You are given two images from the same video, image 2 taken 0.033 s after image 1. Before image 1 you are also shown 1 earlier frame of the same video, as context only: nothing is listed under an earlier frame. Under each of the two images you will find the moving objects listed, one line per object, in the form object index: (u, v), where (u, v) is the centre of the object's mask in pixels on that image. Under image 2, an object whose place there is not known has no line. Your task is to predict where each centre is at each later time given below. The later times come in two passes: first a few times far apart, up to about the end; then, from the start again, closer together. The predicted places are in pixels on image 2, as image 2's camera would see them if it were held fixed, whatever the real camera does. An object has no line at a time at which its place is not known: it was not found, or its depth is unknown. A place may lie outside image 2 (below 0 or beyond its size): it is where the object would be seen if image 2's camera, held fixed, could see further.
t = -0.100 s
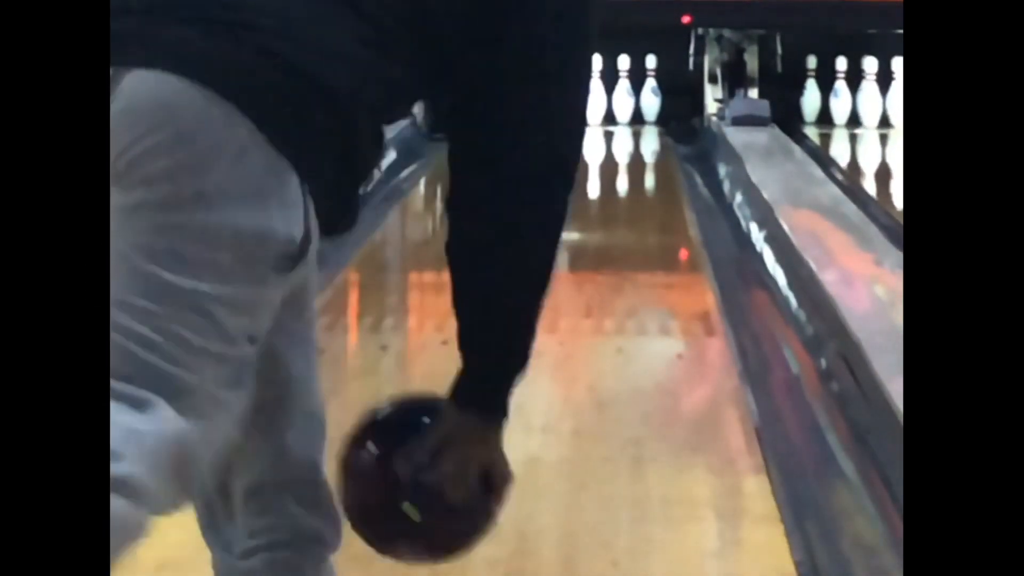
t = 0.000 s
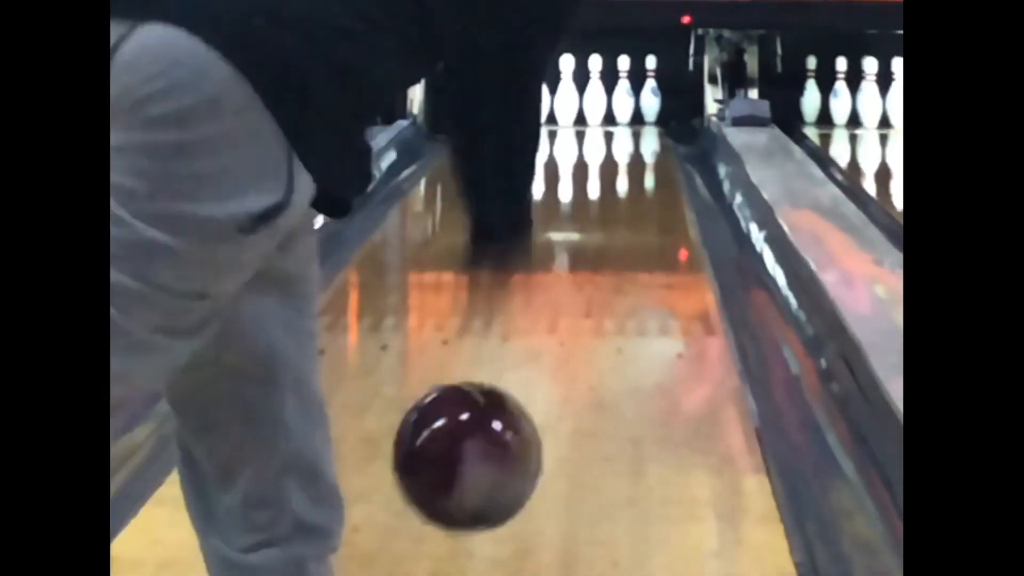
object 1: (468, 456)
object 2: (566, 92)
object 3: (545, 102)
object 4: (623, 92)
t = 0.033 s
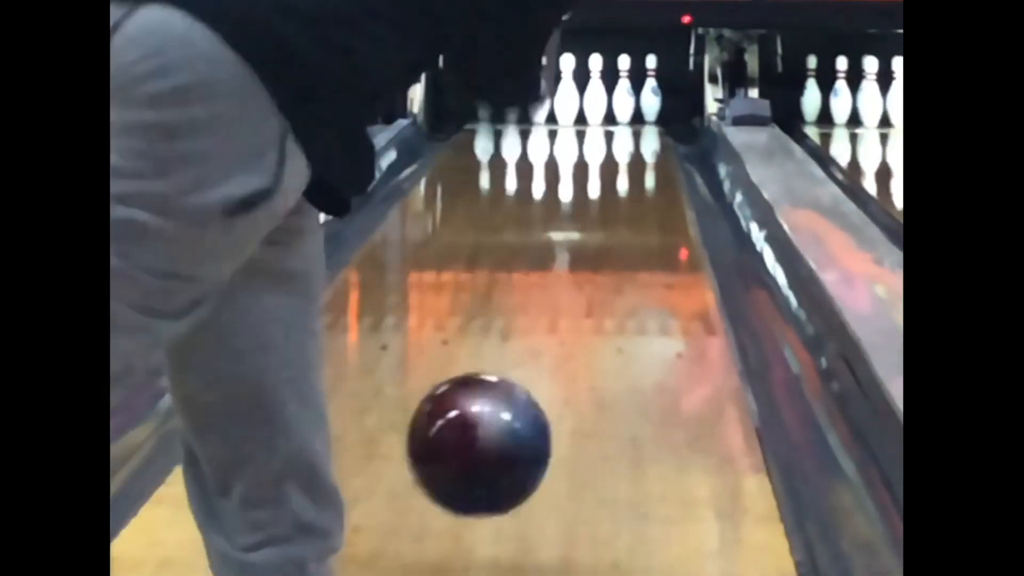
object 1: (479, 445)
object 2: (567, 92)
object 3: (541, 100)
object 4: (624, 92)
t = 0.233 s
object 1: (530, 404)
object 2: (566, 92)
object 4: (623, 92)
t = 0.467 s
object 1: (565, 323)
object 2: (567, 92)
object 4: (624, 92)
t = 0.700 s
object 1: (587, 271)
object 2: (567, 91)
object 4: (624, 92)
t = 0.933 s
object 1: (600, 231)
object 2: (567, 94)
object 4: (624, 92)
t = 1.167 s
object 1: (610, 197)
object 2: (567, 92)
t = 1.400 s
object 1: (615, 174)
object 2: (567, 92)
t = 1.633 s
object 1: (617, 154)
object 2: (567, 92)
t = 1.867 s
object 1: (616, 137)
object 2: (567, 92)
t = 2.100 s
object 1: (609, 124)
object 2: (567, 92)
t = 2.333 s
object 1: (592, 113)
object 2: (566, 91)
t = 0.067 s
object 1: (489, 441)
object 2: (567, 92)
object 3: (539, 91)
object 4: (624, 92)
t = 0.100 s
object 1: (499, 444)
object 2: (567, 92)
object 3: (539, 91)
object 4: (624, 92)
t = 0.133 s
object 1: (507, 451)
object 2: (567, 92)
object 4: (624, 92)
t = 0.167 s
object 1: (515, 432)
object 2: (566, 91)
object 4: (623, 92)
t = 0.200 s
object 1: (522, 418)
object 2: (567, 90)
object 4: (623, 92)
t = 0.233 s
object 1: (530, 404)
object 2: (566, 92)
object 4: (623, 92)
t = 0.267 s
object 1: (536, 390)
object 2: (567, 91)
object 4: (623, 91)
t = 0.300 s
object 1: (542, 377)
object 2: (566, 92)
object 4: (624, 91)
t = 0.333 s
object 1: (547, 365)
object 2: (567, 91)
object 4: (624, 91)
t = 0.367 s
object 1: (551, 355)
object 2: (567, 91)
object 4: (623, 92)
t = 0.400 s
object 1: (557, 343)
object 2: (567, 91)
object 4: (623, 92)
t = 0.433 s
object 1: (561, 334)
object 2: (567, 91)
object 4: (624, 92)
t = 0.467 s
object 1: (565, 323)
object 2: (567, 92)
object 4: (624, 92)
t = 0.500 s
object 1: (568, 315)
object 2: (567, 91)
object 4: (624, 92)
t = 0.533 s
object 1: (572, 307)
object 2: (567, 92)
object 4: (624, 92)
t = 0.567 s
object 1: (576, 299)
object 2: (567, 91)
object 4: (624, 92)
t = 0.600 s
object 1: (579, 291)
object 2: (567, 92)
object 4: (624, 92)
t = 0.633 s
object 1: (582, 284)
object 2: (567, 92)
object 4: (624, 92)
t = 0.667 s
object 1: (584, 278)
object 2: (567, 91)
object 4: (624, 92)
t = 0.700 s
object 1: (587, 271)
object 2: (567, 91)
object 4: (624, 92)
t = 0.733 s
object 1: (589, 264)
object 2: (567, 92)
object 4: (623, 93)
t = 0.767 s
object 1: (591, 258)
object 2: (567, 92)
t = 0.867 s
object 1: (595, 241)
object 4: (624, 92)
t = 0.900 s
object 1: (599, 235)
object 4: (624, 92)
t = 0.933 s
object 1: (600, 231)
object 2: (567, 94)
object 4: (624, 92)
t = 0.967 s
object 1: (603, 226)
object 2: (567, 92)
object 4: (624, 92)
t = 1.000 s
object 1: (603, 219)
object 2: (567, 91)
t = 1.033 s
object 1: (603, 217)
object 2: (567, 92)
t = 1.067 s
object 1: (606, 211)
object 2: (567, 92)
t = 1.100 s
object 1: (607, 207)
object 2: (567, 92)
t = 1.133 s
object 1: (609, 202)
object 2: (567, 92)
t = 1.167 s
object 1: (610, 197)
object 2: (567, 92)
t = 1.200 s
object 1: (610, 196)
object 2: (567, 92)
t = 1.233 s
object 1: (612, 192)
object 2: (567, 92)
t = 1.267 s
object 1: (613, 187)
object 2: (567, 92)
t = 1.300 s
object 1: (613, 184)
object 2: (567, 92)
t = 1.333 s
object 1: (614, 180)
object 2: (567, 92)
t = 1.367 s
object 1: (613, 178)
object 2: (567, 92)
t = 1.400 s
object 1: (615, 174)
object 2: (567, 92)
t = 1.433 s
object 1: (615, 171)
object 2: (567, 92)
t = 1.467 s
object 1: (616, 168)
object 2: (567, 92)
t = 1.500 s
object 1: (616, 165)
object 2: (567, 92)
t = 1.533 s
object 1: (616, 164)
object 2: (567, 92)
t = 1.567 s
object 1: (617, 160)
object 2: (567, 92)
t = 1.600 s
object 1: (616, 158)
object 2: (567, 92)
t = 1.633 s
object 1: (617, 154)
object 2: (567, 92)
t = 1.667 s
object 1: (617, 152)
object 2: (567, 92)
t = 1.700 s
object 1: (615, 150)
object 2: (567, 92)
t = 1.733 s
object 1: (617, 147)
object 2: (567, 92)
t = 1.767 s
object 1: (617, 145)
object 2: (567, 92)
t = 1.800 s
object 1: (617, 141)
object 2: (567, 92)
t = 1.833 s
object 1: (617, 139)
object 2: (567, 92)
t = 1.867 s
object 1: (616, 137)
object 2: (567, 92)
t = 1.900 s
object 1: (617, 135)
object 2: (567, 92)
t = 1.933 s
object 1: (615, 132)
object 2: (567, 92)
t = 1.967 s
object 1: (614, 131)
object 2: (567, 92)
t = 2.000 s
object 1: (613, 129)
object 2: (567, 92)
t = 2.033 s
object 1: (611, 127)
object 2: (567, 92)
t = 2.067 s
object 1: (610, 125)
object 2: (567, 92)
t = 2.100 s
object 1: (609, 124)
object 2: (567, 92)
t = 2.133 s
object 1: (607, 122)
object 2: (567, 92)
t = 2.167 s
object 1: (605, 121)
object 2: (567, 92)
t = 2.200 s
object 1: (603, 119)
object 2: (567, 92)
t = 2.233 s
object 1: (600, 118)
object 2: (567, 92)
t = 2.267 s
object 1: (598, 116)
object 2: (567, 92)
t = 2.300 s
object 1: (596, 115)
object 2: (566, 91)
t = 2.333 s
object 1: (592, 113)
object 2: (566, 91)
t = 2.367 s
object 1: (591, 111)
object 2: (566, 90)
